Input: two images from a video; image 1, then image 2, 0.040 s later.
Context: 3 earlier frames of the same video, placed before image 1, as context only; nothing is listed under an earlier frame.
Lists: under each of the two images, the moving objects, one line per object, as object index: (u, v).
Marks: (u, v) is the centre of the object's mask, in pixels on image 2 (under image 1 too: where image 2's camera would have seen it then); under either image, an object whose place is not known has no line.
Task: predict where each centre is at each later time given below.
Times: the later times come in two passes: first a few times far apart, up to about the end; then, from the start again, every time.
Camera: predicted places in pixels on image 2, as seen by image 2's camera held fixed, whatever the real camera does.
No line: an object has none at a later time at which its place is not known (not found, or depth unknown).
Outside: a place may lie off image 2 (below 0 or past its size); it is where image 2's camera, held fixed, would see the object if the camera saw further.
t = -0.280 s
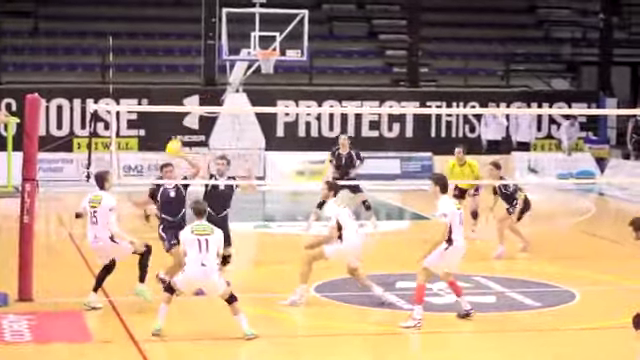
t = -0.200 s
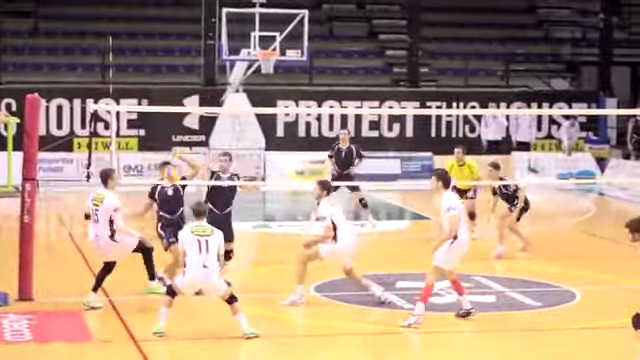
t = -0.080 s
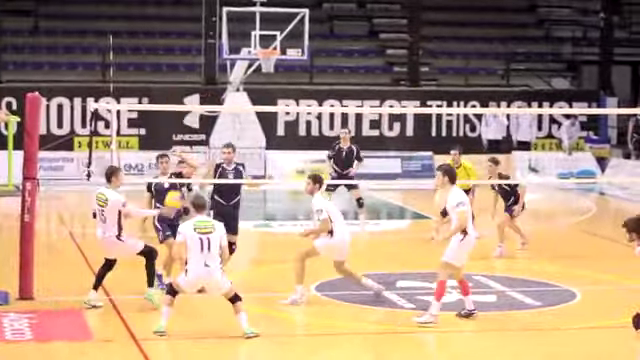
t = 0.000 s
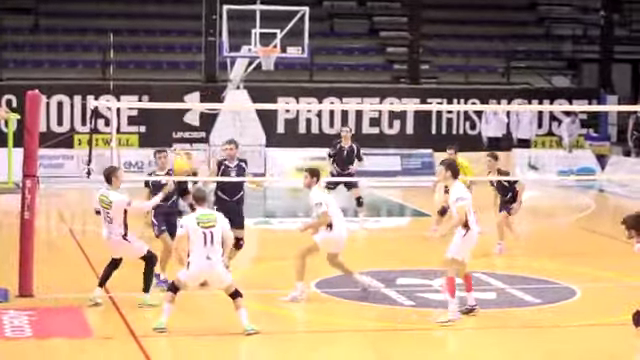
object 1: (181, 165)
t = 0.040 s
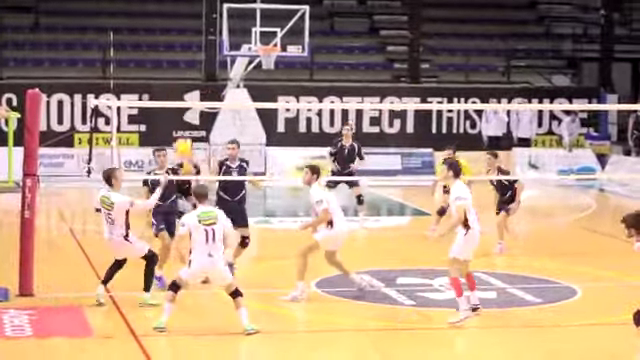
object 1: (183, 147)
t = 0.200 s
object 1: (194, 95)
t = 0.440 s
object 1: (212, 55)
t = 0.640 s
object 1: (225, 56)
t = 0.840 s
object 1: (240, 90)
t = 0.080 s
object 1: (186, 133)
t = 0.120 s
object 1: (188, 121)
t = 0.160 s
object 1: (191, 108)
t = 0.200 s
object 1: (194, 95)
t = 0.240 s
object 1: (198, 85)
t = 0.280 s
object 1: (200, 77)
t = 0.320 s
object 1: (203, 70)
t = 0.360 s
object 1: (206, 63)
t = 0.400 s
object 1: (209, 58)
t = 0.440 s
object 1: (212, 55)
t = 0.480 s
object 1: (215, 52)
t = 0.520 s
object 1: (217, 51)
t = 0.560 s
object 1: (220, 51)
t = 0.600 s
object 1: (223, 53)
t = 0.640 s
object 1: (225, 56)
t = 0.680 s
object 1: (228, 60)
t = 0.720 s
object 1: (231, 66)
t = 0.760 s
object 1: (234, 74)
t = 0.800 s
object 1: (237, 80)
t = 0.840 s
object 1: (240, 90)
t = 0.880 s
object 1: (242, 103)
